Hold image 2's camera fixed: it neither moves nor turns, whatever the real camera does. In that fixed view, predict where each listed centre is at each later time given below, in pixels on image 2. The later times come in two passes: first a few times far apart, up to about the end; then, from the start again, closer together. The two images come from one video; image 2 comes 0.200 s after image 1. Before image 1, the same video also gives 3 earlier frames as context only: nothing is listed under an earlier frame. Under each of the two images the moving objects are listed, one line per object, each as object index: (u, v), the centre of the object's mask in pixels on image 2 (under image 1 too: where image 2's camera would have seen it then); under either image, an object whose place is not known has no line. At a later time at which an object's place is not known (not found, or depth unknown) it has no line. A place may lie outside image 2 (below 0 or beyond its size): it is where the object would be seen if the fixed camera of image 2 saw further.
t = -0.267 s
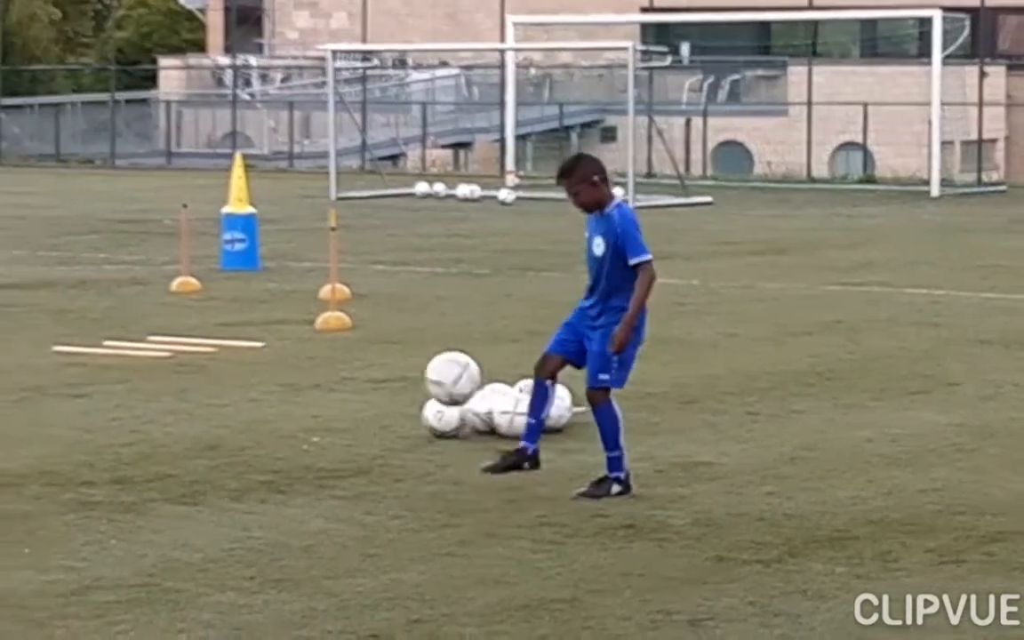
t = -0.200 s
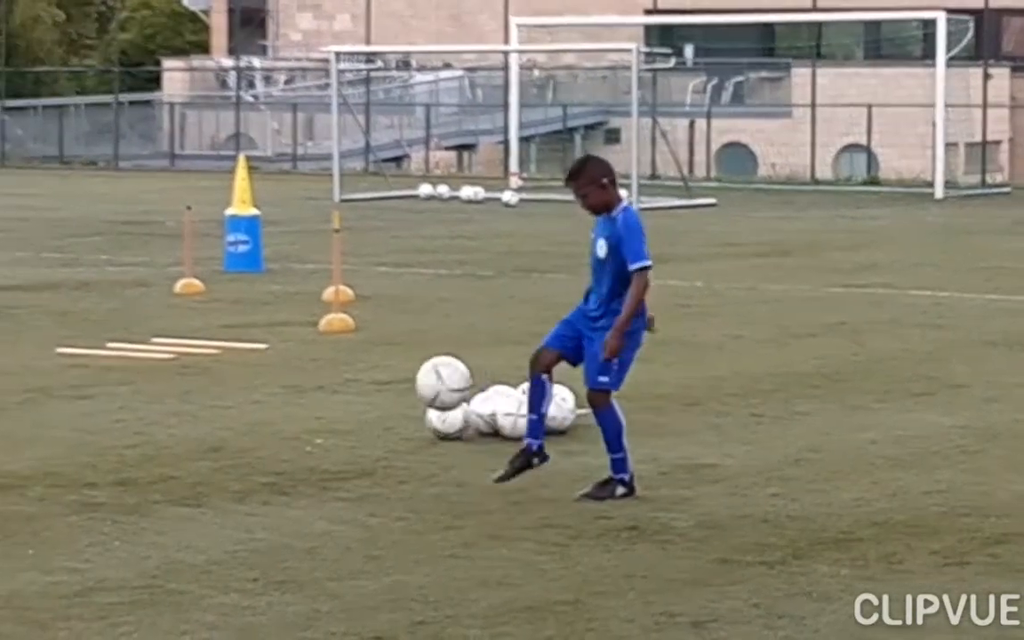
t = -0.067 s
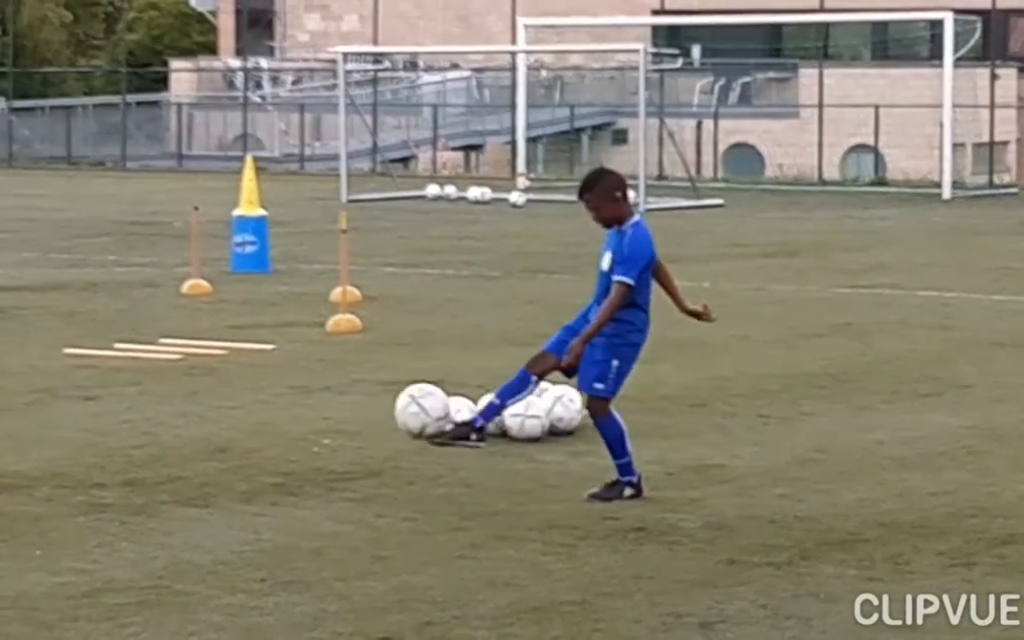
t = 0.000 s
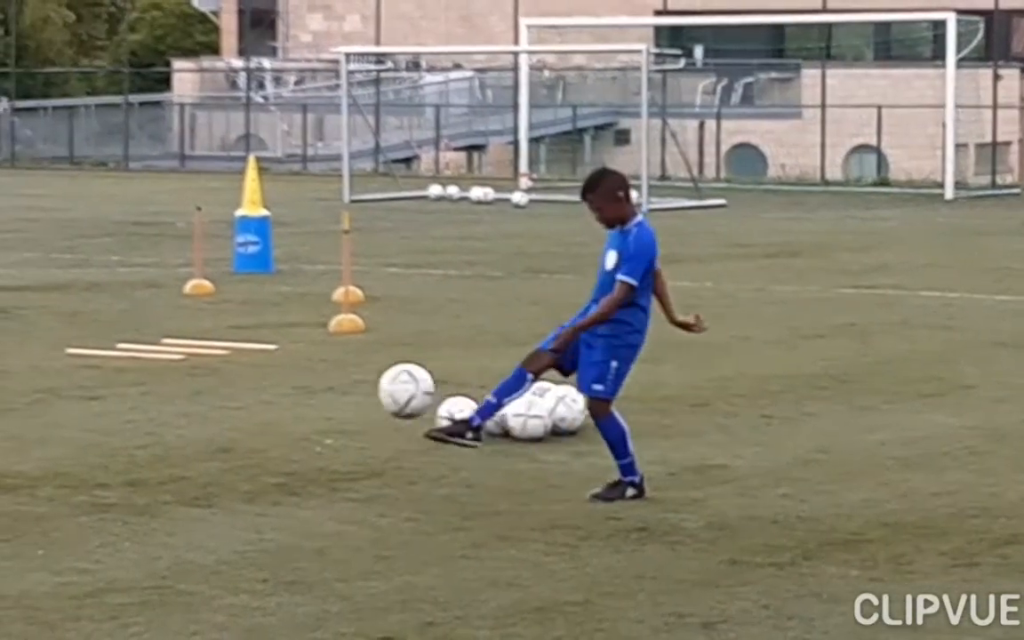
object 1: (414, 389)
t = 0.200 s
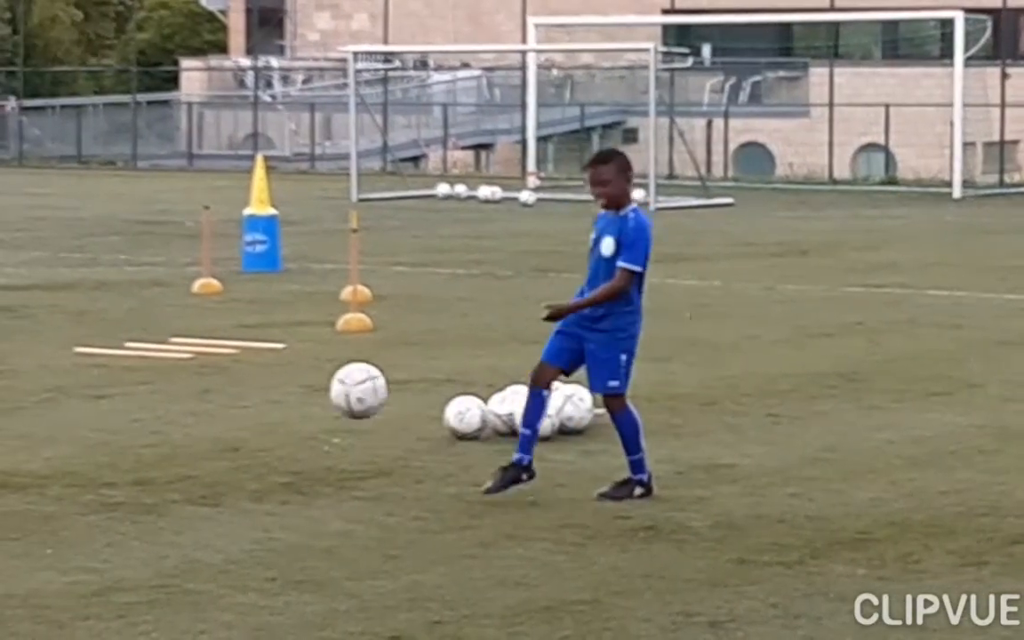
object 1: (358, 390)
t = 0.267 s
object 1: (339, 412)
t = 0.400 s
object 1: (303, 482)
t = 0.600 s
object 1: (287, 431)
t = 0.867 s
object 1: (263, 464)
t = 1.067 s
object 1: (228, 473)
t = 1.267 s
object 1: (203, 478)
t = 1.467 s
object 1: (172, 479)
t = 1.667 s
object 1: (143, 479)
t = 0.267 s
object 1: (339, 412)
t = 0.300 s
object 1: (330, 427)
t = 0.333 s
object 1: (320, 445)
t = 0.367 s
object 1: (310, 467)
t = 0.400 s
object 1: (303, 482)
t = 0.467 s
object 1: (298, 454)
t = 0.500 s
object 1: (295, 444)
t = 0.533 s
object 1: (292, 437)
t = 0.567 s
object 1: (290, 432)
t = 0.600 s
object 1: (287, 431)
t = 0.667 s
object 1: (282, 436)
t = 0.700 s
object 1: (281, 442)
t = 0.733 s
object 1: (277, 452)
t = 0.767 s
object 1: (275, 463)
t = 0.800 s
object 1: (273, 478)
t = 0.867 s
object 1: (263, 464)
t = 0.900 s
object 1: (257, 459)
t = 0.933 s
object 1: (252, 457)
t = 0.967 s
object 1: (247, 457)
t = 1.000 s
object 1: (242, 460)
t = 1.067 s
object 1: (228, 473)
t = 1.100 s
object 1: (226, 477)
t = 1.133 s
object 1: (221, 473)
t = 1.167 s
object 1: (217, 471)
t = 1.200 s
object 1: (211, 472)
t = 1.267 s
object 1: (203, 478)
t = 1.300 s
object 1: (197, 477)
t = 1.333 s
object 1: (192, 477)
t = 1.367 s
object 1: (187, 479)
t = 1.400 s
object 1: (181, 478)
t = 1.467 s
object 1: (172, 479)
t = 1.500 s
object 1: (167, 479)
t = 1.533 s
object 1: (162, 480)
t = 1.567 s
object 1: (157, 480)
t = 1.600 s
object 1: (153, 479)
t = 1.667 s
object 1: (143, 479)
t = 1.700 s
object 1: (139, 480)
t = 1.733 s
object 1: (135, 480)
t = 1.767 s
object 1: (131, 480)
